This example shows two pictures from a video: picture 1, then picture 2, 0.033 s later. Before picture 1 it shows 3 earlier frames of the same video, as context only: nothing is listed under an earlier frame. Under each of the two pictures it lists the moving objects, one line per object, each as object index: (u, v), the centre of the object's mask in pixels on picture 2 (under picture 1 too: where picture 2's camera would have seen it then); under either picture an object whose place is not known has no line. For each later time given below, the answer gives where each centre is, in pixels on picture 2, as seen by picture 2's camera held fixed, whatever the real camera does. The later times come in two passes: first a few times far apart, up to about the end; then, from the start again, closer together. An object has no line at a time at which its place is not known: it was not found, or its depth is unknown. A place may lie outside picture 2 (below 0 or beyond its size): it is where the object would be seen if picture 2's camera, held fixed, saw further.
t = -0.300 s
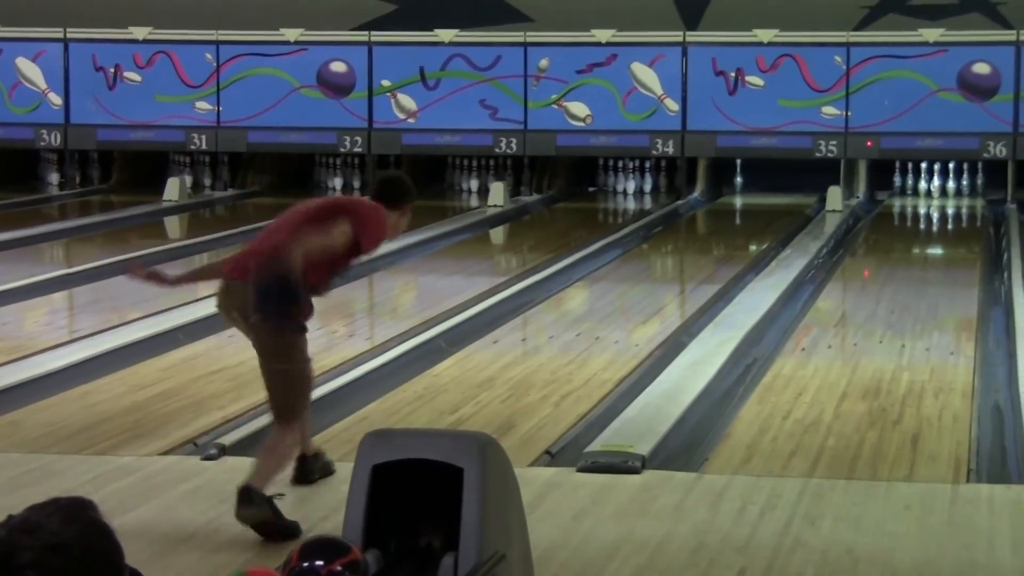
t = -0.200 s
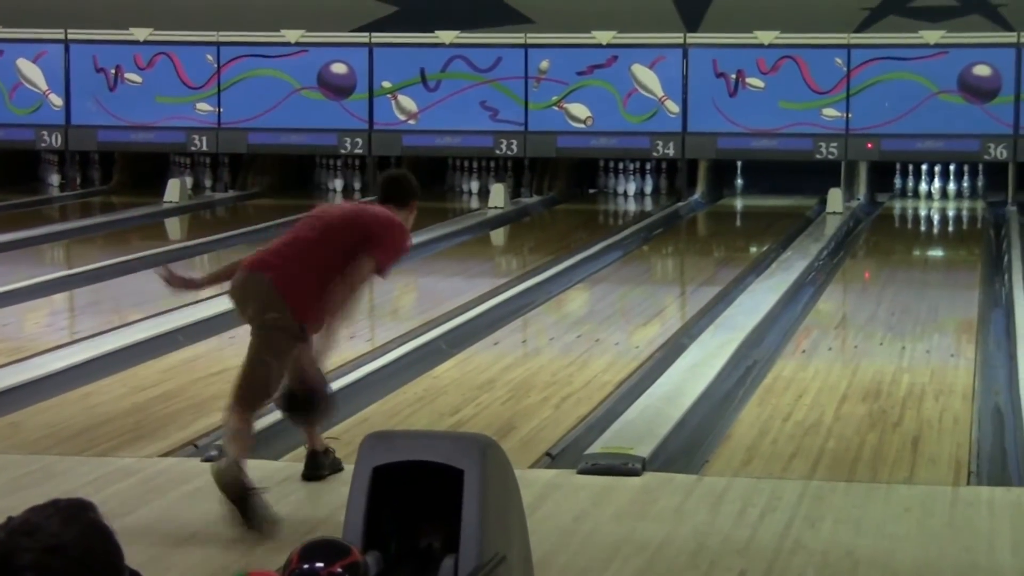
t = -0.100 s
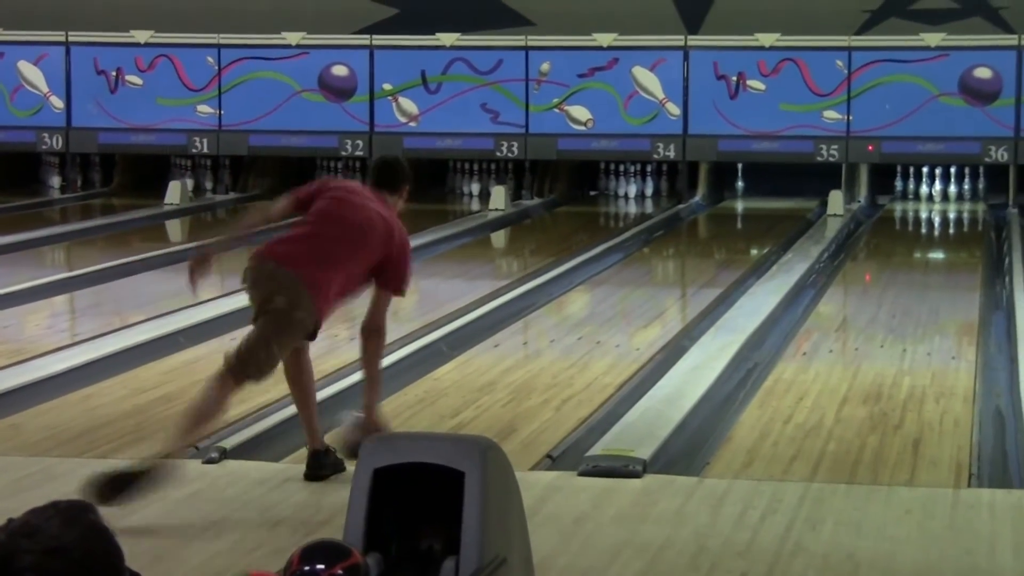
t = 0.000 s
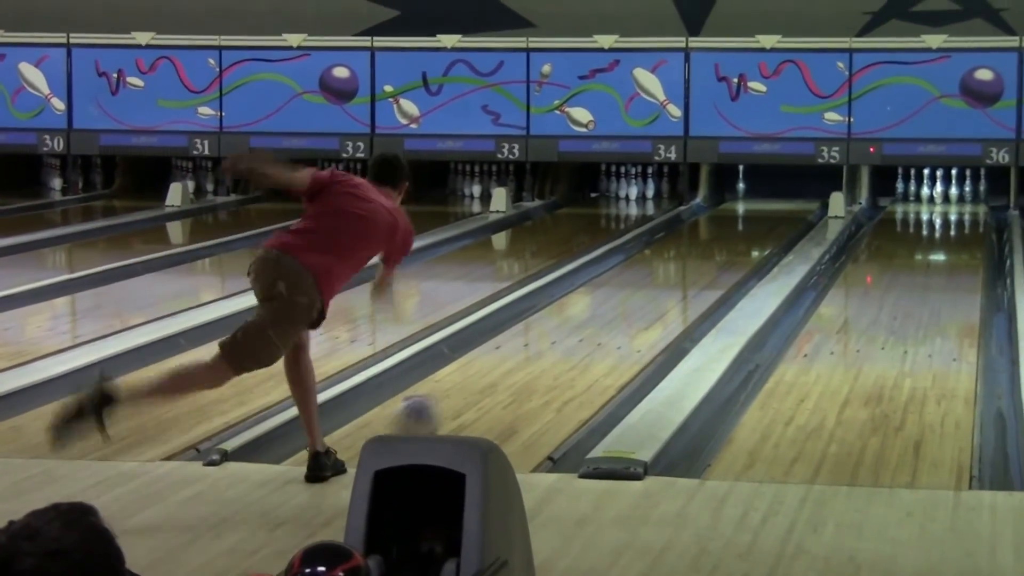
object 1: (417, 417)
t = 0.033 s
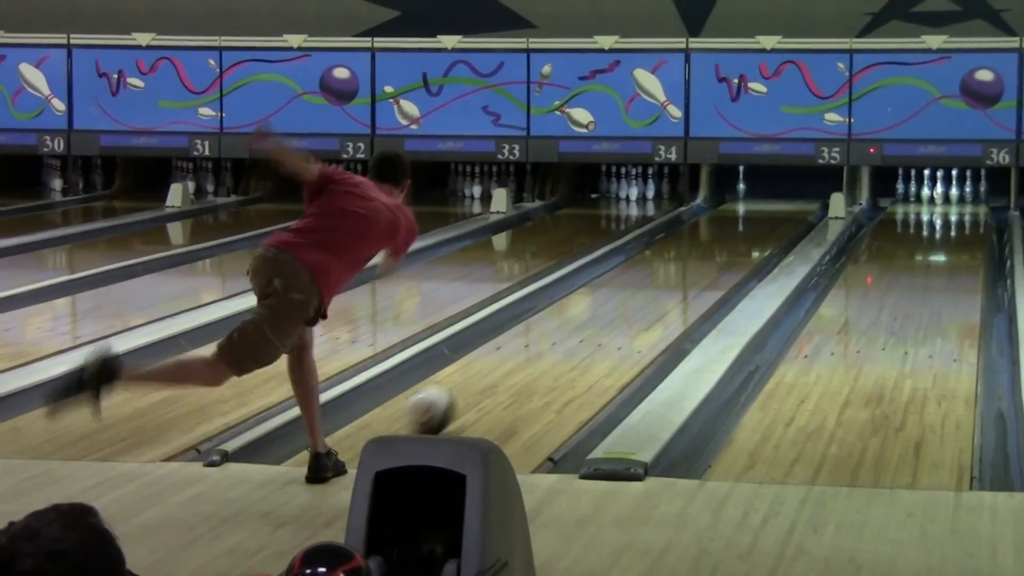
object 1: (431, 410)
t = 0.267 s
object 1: (514, 356)
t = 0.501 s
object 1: (574, 318)
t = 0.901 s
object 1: (647, 269)
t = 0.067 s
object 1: (445, 402)
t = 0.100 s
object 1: (458, 393)
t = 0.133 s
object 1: (471, 385)
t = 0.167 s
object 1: (480, 378)
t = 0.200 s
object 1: (493, 370)
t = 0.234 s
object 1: (504, 362)
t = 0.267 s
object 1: (514, 356)
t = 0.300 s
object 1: (524, 350)
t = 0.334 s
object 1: (532, 344)
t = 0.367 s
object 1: (542, 337)
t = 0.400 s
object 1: (550, 332)
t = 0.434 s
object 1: (559, 327)
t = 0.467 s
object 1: (568, 322)
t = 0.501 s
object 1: (574, 318)
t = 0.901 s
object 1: (647, 269)
